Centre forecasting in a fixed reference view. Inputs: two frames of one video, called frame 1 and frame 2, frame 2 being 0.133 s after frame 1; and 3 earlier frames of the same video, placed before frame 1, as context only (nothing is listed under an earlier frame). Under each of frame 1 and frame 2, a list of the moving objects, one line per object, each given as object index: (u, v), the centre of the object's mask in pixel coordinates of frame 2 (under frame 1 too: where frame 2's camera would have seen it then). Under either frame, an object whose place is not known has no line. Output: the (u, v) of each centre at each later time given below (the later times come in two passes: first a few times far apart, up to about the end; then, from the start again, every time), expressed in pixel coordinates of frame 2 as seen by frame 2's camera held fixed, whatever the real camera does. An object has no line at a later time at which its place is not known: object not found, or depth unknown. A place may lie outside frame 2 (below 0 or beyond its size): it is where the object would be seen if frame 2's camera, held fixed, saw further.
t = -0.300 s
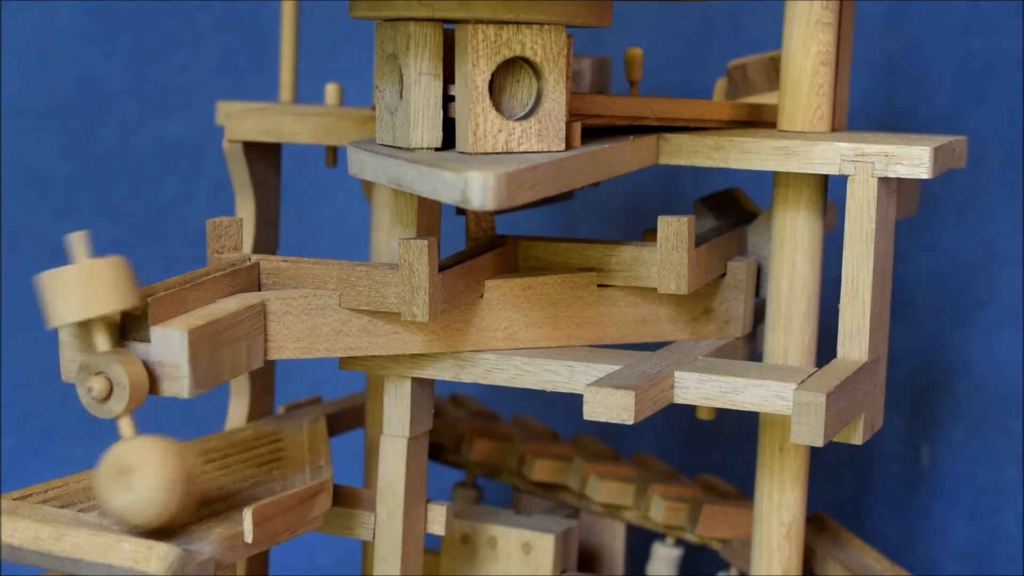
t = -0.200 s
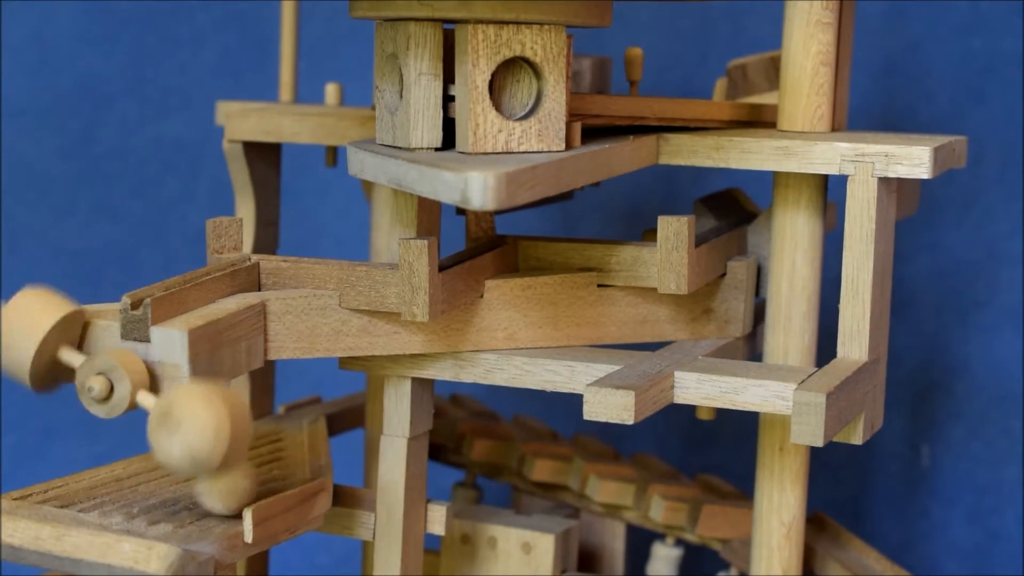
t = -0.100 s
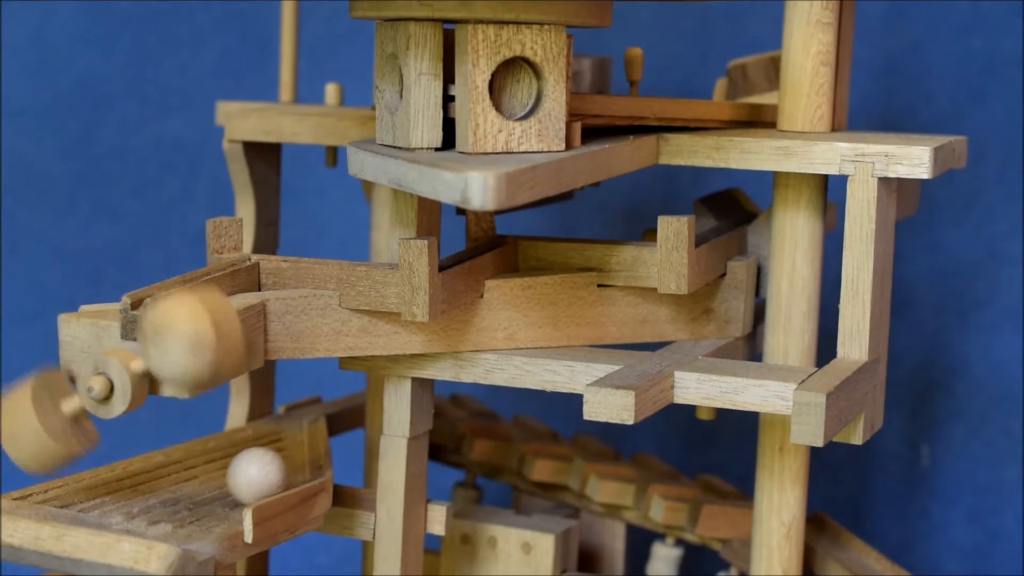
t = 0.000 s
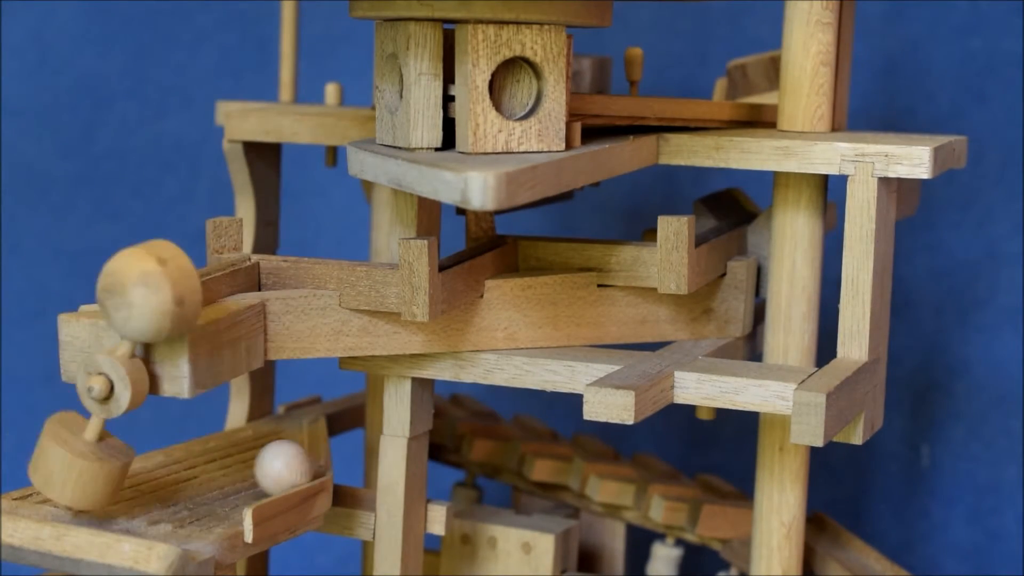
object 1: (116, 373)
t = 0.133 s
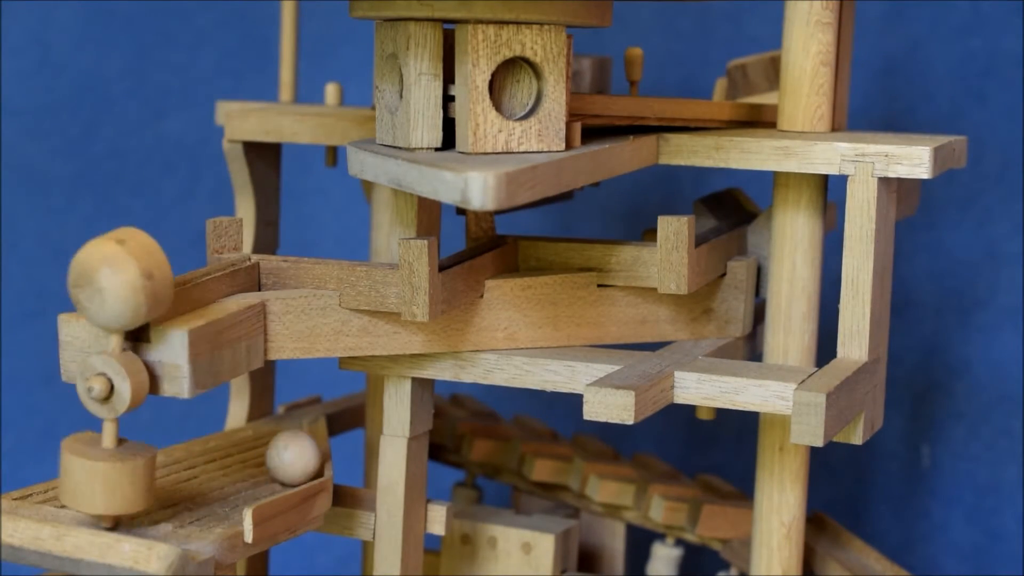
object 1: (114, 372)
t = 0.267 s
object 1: (110, 369)
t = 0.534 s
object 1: (107, 367)
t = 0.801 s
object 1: (108, 367)
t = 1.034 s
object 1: (110, 369)
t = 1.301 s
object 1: (110, 369)
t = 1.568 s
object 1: (110, 369)
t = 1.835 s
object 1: (110, 369)
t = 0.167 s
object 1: (113, 372)
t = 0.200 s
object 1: (112, 371)
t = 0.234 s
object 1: (111, 370)
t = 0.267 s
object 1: (110, 369)
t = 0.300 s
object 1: (109, 368)
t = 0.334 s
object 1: (108, 368)
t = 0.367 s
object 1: (108, 368)
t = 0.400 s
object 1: (107, 368)
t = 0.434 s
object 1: (107, 367)
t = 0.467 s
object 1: (107, 368)
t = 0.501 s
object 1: (107, 367)
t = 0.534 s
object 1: (107, 367)
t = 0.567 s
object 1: (107, 367)
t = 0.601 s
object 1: (107, 367)
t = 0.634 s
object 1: (107, 367)
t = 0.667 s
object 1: (107, 367)
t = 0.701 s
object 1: (108, 367)
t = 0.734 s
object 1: (108, 367)
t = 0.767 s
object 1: (108, 367)
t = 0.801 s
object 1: (108, 367)
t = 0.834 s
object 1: (109, 368)
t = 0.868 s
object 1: (109, 367)
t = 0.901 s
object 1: (109, 368)
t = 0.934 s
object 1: (109, 368)
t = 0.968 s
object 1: (109, 368)
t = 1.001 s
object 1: (110, 368)
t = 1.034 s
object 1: (110, 369)
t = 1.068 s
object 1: (110, 369)
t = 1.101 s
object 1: (110, 369)
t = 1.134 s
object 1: (110, 369)
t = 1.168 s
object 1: (110, 369)
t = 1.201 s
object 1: (110, 369)
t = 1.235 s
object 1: (110, 369)
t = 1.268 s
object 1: (110, 369)
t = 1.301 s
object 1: (110, 369)
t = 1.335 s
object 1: (110, 369)
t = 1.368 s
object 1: (110, 369)
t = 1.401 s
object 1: (110, 369)
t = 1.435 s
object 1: (110, 369)
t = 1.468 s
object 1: (110, 369)
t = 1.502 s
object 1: (110, 369)
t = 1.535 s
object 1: (110, 369)
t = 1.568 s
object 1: (110, 369)
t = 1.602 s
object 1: (110, 369)
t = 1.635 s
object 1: (110, 369)
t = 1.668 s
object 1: (110, 369)
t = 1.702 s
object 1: (110, 369)
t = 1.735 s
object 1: (110, 369)
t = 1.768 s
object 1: (110, 369)
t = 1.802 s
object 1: (110, 369)
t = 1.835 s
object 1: (110, 369)
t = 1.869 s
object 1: (110, 369)
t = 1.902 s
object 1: (110, 369)
